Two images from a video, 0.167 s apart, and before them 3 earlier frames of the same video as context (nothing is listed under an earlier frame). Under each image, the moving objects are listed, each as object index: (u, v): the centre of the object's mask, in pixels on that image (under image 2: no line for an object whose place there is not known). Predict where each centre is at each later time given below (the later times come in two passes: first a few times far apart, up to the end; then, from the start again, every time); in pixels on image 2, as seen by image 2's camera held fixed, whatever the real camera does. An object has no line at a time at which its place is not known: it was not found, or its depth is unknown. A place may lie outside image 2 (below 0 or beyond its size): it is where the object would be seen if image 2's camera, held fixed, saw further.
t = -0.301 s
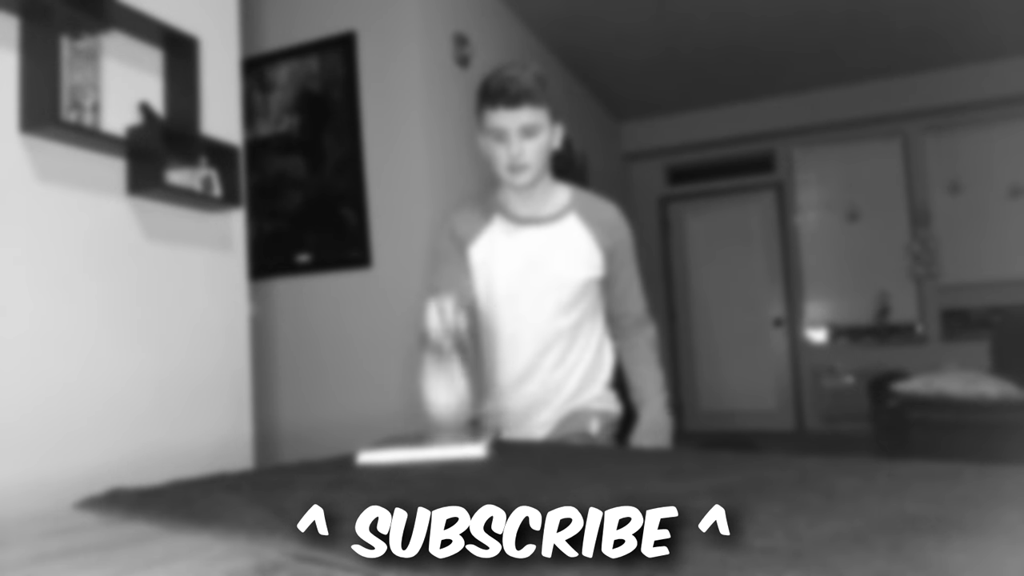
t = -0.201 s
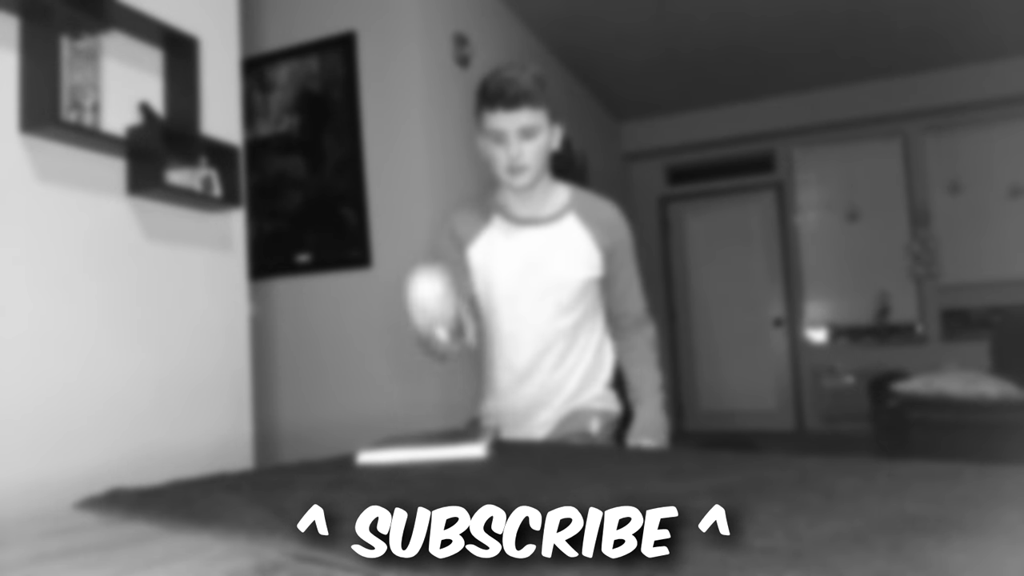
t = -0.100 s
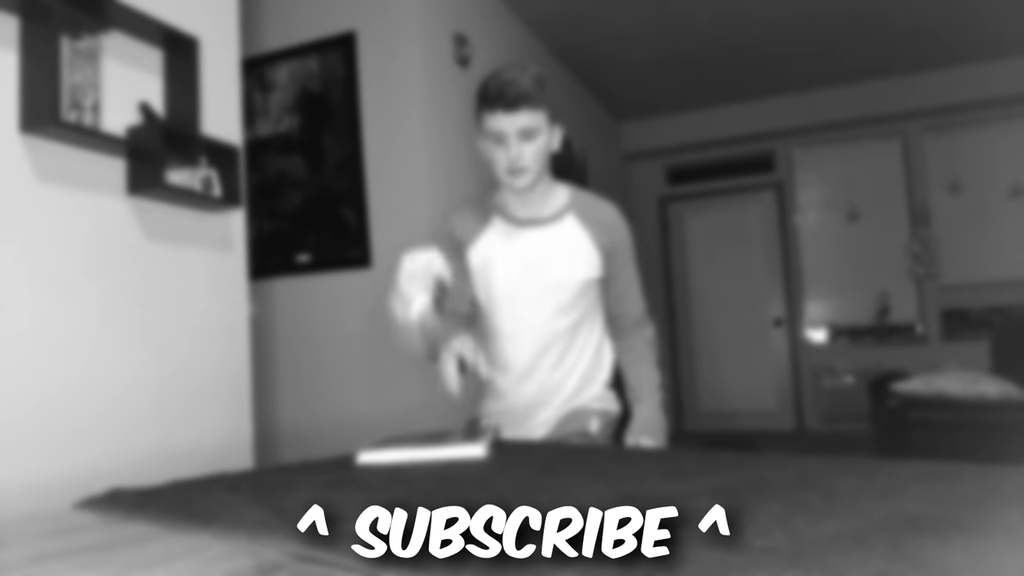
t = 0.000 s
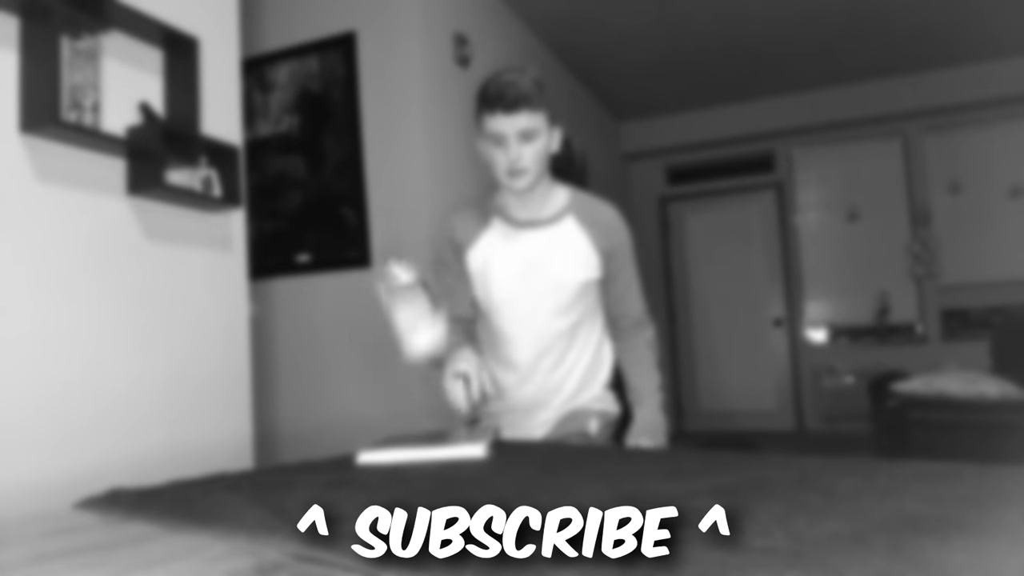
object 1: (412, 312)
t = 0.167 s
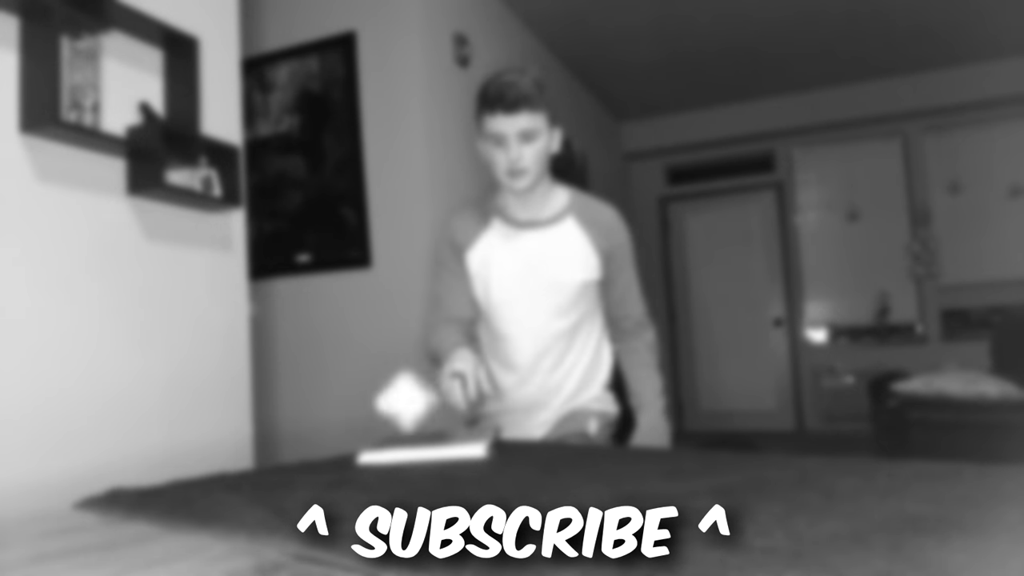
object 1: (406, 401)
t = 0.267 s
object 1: (392, 421)
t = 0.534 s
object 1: (337, 434)
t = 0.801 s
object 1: (288, 440)
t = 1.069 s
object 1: (289, 440)
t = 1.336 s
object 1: (313, 442)
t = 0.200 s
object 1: (401, 407)
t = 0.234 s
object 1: (398, 418)
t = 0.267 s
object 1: (392, 421)
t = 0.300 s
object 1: (386, 419)
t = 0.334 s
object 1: (379, 421)
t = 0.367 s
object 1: (372, 424)
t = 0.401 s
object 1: (364, 425)
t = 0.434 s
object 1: (357, 427)
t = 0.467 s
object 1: (349, 430)
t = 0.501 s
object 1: (343, 432)
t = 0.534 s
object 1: (337, 434)
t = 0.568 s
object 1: (331, 435)
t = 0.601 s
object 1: (325, 437)
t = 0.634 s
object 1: (317, 439)
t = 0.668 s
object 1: (309, 443)
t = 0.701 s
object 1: (300, 442)
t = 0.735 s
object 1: (295, 441)
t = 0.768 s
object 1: (290, 440)
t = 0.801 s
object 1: (288, 440)
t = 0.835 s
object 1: (286, 440)
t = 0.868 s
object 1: (285, 440)
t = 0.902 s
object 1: (284, 440)
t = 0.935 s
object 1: (284, 440)
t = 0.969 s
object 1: (284, 440)
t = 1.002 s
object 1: (285, 440)
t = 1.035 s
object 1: (287, 440)
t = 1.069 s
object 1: (289, 440)
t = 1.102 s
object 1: (291, 440)
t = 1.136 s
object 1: (295, 441)
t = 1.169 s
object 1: (300, 442)
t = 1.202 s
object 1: (307, 443)
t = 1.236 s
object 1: (312, 442)
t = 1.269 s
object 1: (315, 441)
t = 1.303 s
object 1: (315, 441)
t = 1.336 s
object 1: (313, 442)
